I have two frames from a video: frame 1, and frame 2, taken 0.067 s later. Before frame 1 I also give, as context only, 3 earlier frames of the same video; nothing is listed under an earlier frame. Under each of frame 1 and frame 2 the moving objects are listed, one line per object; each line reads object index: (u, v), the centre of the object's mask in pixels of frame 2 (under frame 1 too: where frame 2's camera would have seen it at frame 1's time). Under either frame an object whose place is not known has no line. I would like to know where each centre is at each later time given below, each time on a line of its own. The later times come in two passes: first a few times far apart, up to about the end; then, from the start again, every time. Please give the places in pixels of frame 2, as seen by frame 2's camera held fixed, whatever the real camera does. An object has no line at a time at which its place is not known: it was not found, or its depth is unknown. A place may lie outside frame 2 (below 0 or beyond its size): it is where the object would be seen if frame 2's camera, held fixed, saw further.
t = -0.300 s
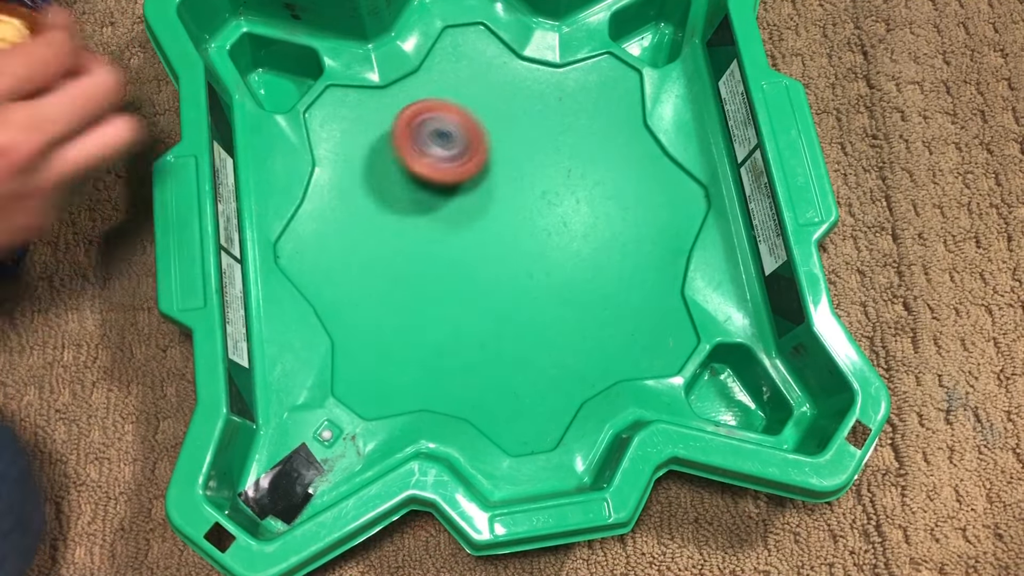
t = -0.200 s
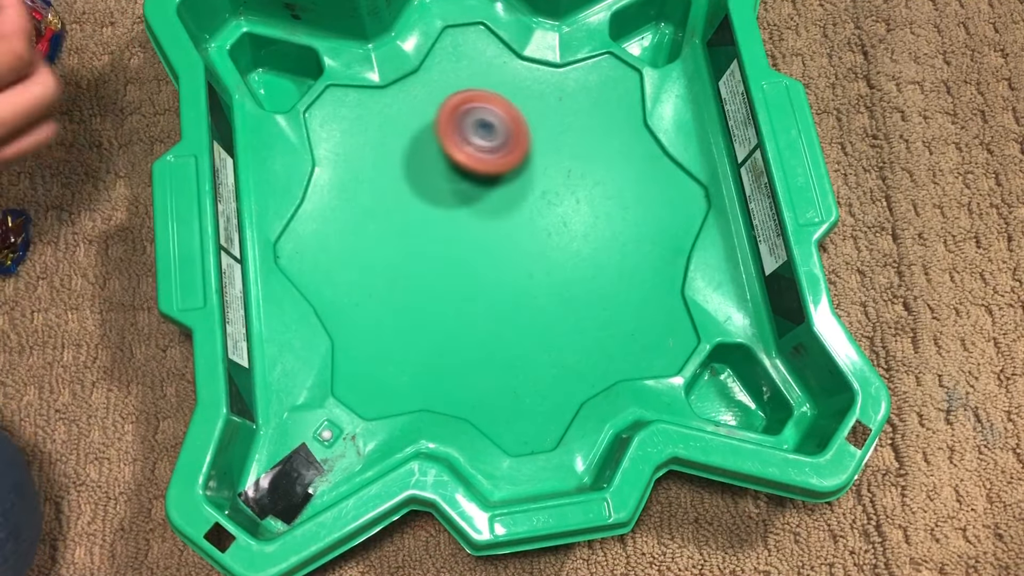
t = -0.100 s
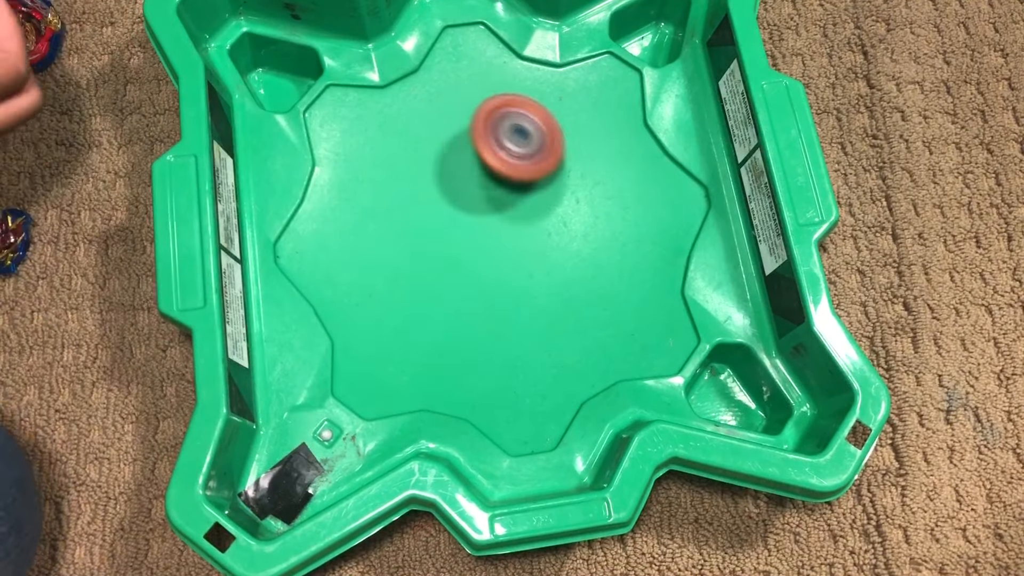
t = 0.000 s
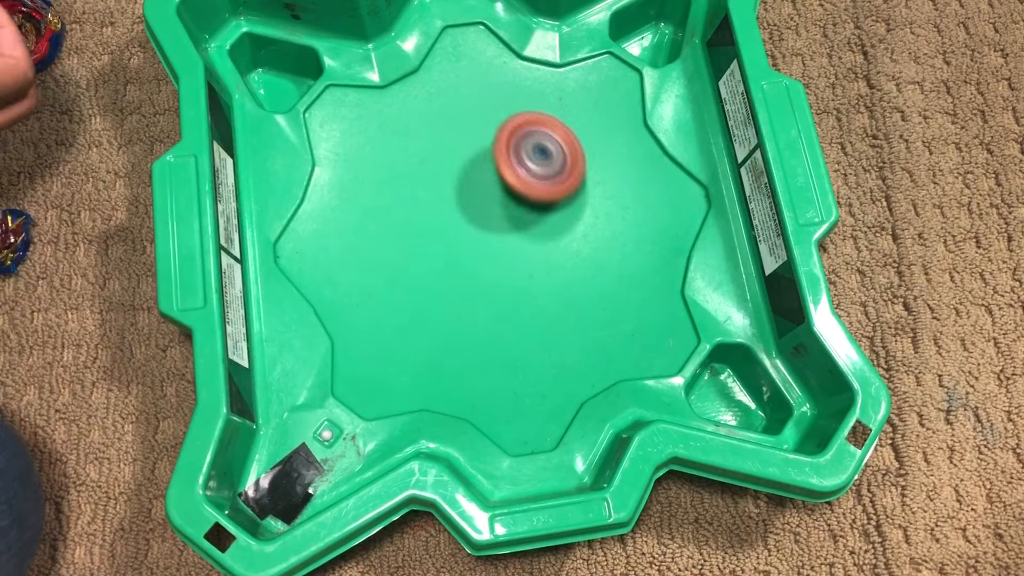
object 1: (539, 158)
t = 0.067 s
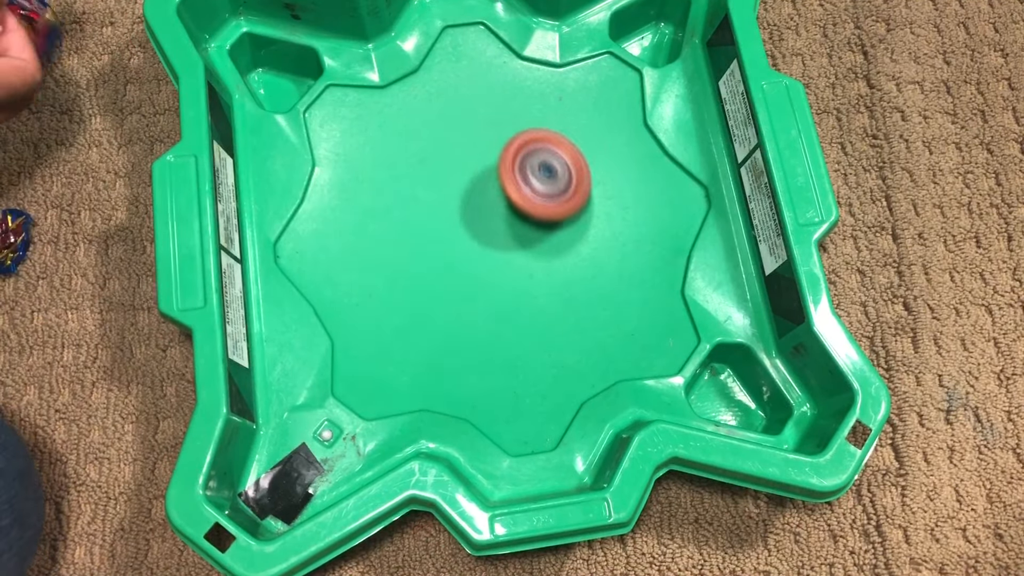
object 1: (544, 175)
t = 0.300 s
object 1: (514, 223)
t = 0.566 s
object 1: (458, 180)
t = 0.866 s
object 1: (415, 88)
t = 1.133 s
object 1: (428, 177)
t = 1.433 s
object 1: (627, 179)
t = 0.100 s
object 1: (544, 185)
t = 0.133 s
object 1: (543, 195)
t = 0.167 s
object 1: (539, 203)
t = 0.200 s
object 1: (534, 210)
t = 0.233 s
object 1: (528, 216)
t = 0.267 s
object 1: (521, 220)
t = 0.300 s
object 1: (514, 223)
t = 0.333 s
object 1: (505, 224)
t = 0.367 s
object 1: (496, 224)
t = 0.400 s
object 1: (488, 221)
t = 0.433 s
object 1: (481, 216)
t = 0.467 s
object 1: (473, 209)
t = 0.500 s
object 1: (468, 201)
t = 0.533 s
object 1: (463, 191)
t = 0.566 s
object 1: (458, 180)
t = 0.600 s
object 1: (454, 168)
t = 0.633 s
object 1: (450, 156)
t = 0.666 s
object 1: (447, 143)
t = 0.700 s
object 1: (442, 131)
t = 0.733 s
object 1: (438, 119)
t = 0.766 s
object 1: (433, 107)
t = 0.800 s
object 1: (428, 97)
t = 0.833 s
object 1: (422, 90)
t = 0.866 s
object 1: (415, 88)
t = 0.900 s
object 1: (408, 91)
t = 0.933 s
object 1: (402, 100)
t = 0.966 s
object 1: (397, 113)
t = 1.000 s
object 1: (393, 126)
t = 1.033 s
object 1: (393, 139)
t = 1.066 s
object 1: (399, 152)
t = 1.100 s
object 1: (411, 165)
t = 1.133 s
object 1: (428, 177)
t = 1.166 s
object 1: (450, 187)
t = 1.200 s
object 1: (475, 194)
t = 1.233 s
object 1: (500, 199)
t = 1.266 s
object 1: (525, 201)
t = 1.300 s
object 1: (550, 200)
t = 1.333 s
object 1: (574, 198)
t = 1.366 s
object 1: (595, 193)
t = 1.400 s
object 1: (613, 186)
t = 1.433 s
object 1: (627, 179)
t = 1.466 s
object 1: (637, 171)
